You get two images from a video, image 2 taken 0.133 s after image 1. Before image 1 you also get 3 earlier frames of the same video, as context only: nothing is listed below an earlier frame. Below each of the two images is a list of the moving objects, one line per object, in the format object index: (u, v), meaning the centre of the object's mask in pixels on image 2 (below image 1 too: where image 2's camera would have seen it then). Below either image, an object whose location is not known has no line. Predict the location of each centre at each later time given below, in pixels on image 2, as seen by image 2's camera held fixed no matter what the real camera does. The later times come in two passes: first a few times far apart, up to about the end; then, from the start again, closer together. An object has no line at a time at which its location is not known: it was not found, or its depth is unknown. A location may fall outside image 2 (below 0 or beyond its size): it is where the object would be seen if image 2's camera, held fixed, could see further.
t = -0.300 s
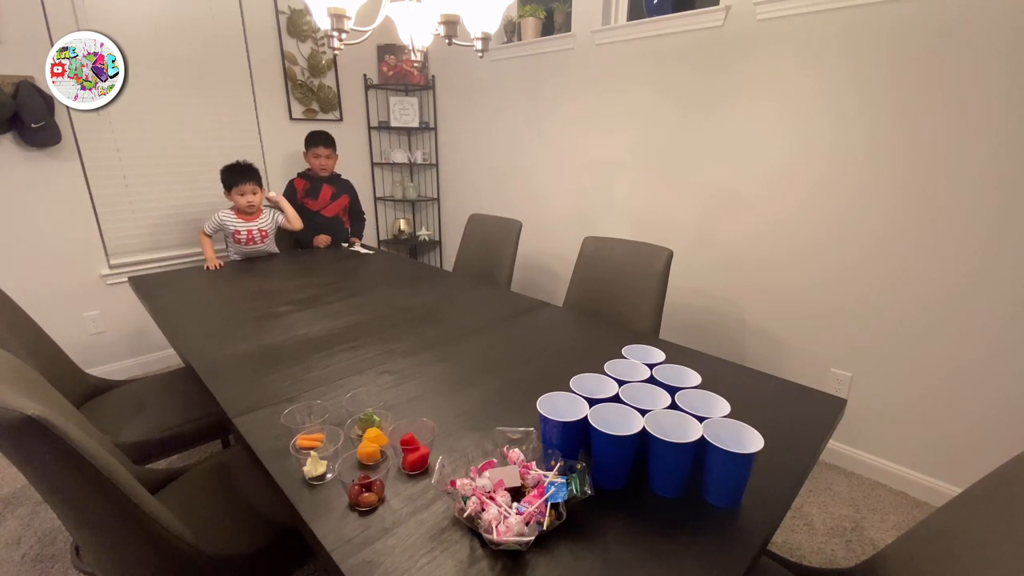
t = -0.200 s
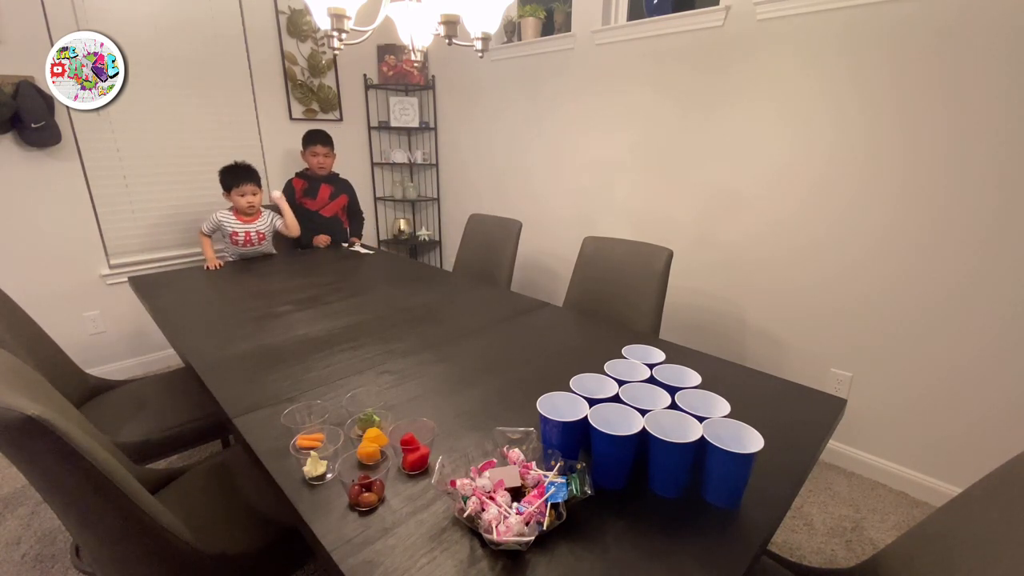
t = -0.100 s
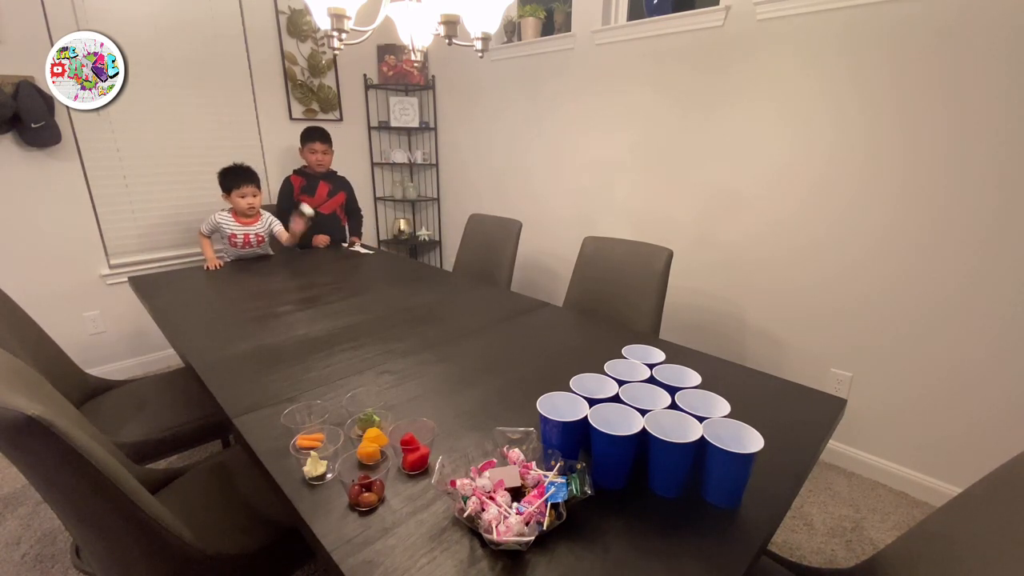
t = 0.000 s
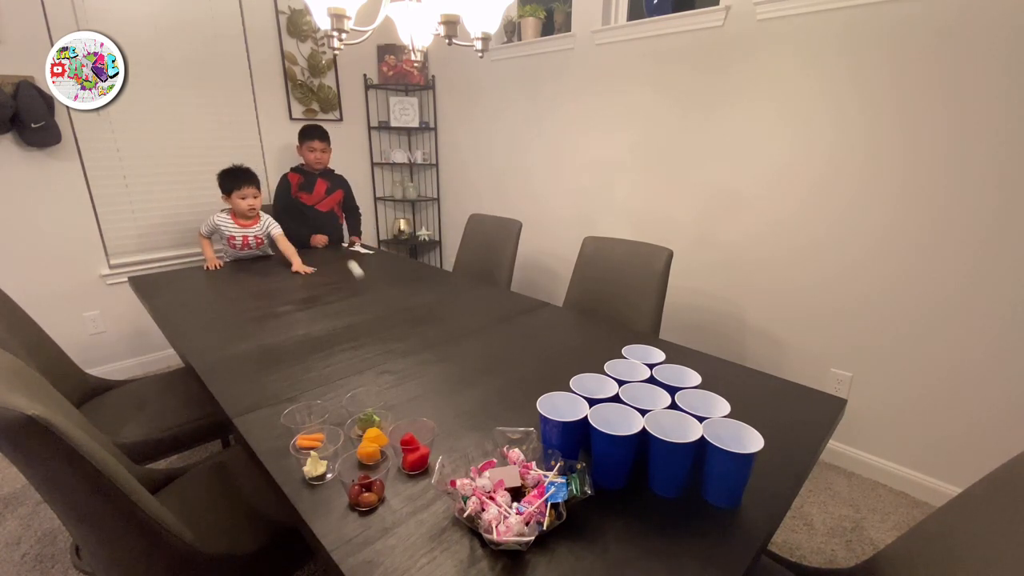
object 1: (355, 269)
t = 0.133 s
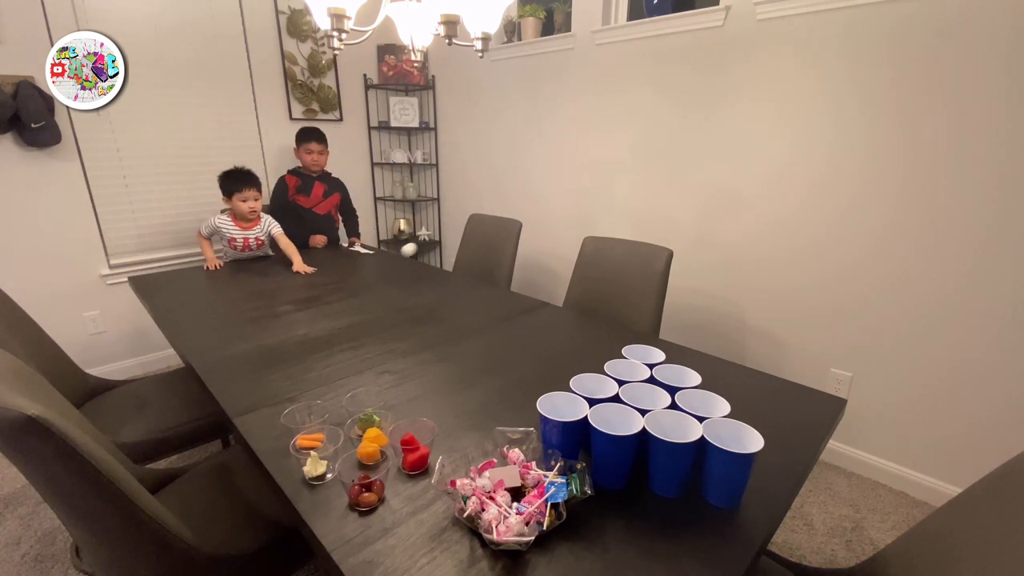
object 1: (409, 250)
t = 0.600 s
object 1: (594, 326)
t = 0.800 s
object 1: (559, 322)
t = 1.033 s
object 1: (516, 334)
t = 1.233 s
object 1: (479, 354)
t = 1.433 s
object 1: (442, 345)
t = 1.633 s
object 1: (410, 388)
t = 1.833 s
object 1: (371, 357)
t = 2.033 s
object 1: (353, 398)
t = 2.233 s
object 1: (359, 408)
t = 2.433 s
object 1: (358, 408)
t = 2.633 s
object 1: (358, 408)
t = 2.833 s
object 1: (358, 408)
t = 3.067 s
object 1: (358, 408)
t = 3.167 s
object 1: (358, 408)
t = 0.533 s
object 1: (602, 359)
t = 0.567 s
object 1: (599, 341)
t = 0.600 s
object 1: (594, 326)
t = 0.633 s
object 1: (589, 314)
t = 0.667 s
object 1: (583, 307)
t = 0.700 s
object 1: (577, 304)
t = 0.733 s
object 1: (571, 306)
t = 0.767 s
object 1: (565, 312)
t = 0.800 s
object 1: (559, 322)
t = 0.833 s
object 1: (552, 338)
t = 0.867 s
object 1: (546, 356)
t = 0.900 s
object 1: (540, 379)
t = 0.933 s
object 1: (534, 383)
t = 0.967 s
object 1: (528, 363)
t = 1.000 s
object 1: (522, 346)
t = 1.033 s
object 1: (516, 334)
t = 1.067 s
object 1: (510, 327)
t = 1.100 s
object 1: (503, 323)
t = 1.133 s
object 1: (497, 324)
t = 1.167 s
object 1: (491, 330)
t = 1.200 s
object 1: (485, 340)
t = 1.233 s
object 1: (479, 354)
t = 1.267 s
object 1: (473, 372)
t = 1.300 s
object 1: (468, 395)
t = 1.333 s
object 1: (462, 382)
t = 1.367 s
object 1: (455, 365)
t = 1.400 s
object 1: (449, 353)
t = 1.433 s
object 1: (442, 345)
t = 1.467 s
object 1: (437, 341)
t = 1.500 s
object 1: (431, 341)
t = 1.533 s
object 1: (425, 347)
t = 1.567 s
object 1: (419, 357)
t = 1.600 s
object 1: (414, 371)
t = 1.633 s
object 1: (410, 388)
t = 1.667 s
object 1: (405, 405)
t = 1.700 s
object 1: (397, 387)
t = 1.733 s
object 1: (390, 373)
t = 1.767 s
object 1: (384, 363)
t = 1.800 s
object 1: (377, 358)
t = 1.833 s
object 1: (371, 357)
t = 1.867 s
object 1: (365, 360)
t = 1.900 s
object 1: (360, 368)
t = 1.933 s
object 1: (356, 381)
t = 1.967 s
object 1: (353, 386)
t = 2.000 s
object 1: (353, 390)
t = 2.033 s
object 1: (353, 398)
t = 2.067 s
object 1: (356, 407)
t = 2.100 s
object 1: (357, 407)
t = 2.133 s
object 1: (358, 408)
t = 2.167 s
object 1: (358, 408)
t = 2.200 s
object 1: (359, 408)
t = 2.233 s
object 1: (359, 408)
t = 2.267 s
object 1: (359, 408)
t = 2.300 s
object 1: (359, 408)
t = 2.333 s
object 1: (359, 409)
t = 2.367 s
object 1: (359, 408)
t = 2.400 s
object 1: (358, 408)
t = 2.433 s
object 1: (358, 408)
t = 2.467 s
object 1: (358, 408)
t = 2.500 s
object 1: (358, 408)
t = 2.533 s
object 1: (358, 408)
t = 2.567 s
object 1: (358, 408)
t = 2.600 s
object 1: (358, 408)
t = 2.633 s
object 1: (358, 408)
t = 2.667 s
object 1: (358, 408)
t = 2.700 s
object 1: (358, 408)
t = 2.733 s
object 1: (358, 408)
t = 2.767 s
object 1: (358, 408)
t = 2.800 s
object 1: (358, 408)
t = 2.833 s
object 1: (358, 408)
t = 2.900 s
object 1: (358, 408)
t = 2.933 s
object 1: (358, 408)
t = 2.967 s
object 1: (358, 408)
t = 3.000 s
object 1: (358, 408)
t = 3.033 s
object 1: (358, 408)
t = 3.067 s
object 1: (358, 408)
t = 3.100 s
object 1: (358, 408)
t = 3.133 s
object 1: (358, 408)
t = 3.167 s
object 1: (358, 408)
